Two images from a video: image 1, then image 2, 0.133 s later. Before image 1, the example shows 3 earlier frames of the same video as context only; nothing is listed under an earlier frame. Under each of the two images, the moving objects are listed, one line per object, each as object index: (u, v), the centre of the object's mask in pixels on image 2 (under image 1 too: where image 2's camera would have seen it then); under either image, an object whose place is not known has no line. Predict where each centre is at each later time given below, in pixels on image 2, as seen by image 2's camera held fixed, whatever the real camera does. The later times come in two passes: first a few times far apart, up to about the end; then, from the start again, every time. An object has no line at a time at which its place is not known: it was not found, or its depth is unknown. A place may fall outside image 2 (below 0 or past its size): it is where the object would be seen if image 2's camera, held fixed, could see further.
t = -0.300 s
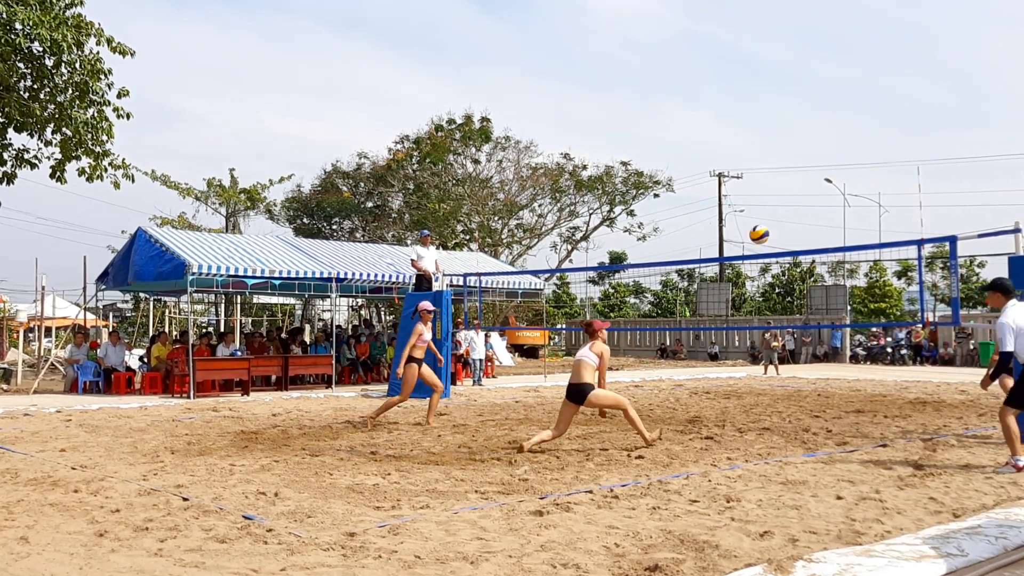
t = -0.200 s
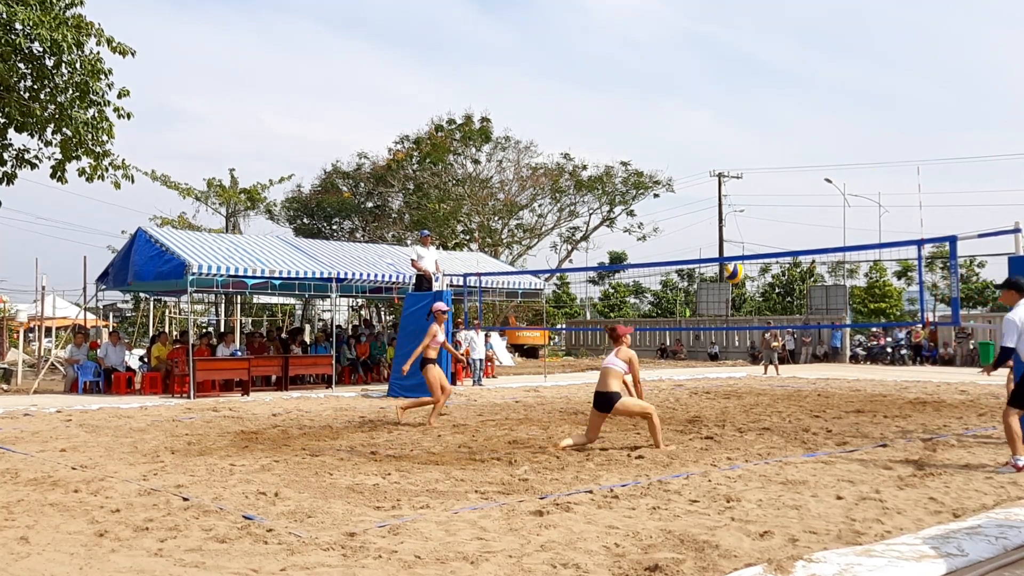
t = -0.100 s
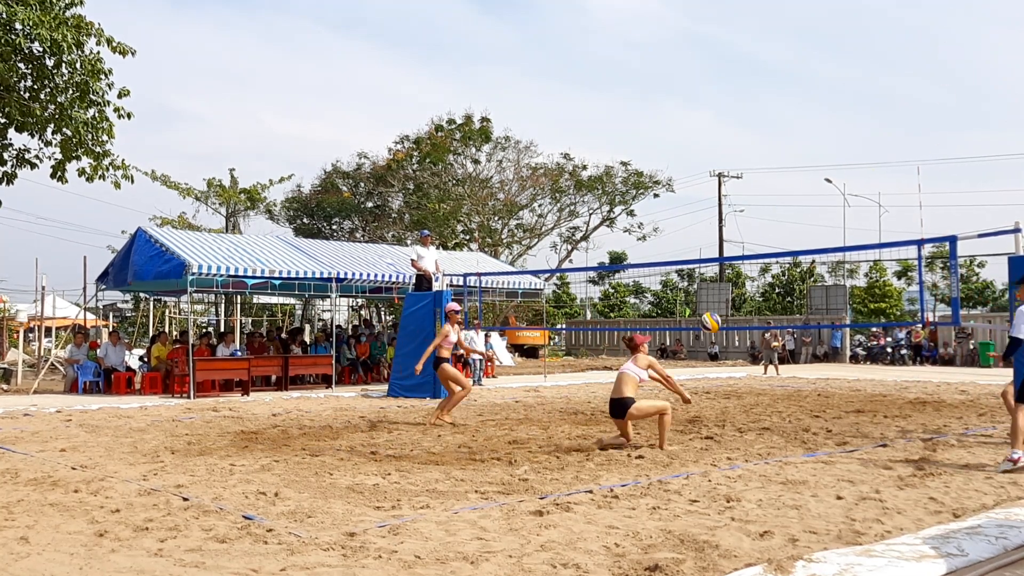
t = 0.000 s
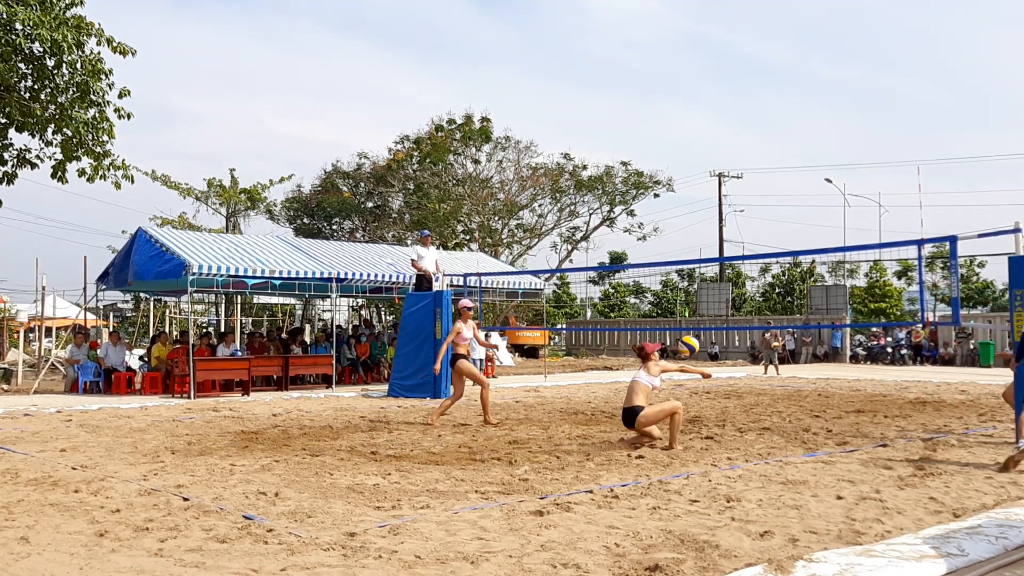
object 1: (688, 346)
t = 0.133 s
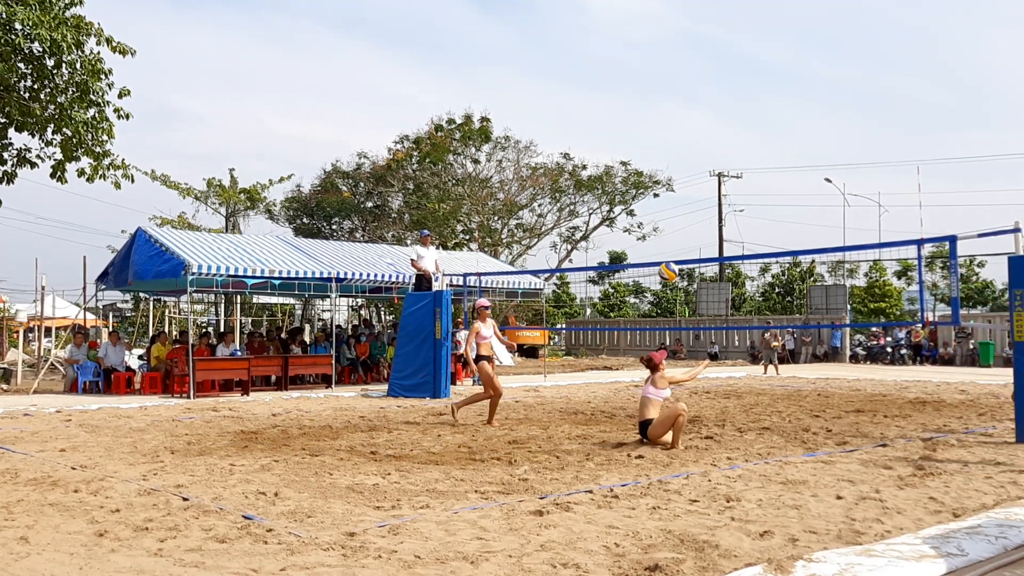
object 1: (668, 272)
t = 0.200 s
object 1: (658, 243)
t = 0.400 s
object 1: (632, 182)
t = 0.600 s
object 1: (608, 158)
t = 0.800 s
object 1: (587, 166)
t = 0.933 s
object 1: (574, 187)
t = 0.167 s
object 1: (663, 257)
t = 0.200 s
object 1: (658, 243)
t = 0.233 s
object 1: (653, 230)
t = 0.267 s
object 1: (648, 219)
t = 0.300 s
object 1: (644, 209)
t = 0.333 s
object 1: (640, 198)
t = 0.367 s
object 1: (637, 190)
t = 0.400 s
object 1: (632, 182)
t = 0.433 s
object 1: (628, 176)
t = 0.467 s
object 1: (624, 169)
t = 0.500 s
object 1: (619, 166)
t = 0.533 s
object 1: (615, 162)
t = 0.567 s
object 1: (612, 160)
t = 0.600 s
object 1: (608, 158)
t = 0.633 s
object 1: (604, 157)
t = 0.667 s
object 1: (600, 157)
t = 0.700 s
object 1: (597, 158)
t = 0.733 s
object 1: (594, 160)
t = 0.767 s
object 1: (590, 163)
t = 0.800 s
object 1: (587, 166)
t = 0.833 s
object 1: (583, 171)
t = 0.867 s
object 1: (580, 176)
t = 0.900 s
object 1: (578, 181)
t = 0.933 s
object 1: (574, 187)
